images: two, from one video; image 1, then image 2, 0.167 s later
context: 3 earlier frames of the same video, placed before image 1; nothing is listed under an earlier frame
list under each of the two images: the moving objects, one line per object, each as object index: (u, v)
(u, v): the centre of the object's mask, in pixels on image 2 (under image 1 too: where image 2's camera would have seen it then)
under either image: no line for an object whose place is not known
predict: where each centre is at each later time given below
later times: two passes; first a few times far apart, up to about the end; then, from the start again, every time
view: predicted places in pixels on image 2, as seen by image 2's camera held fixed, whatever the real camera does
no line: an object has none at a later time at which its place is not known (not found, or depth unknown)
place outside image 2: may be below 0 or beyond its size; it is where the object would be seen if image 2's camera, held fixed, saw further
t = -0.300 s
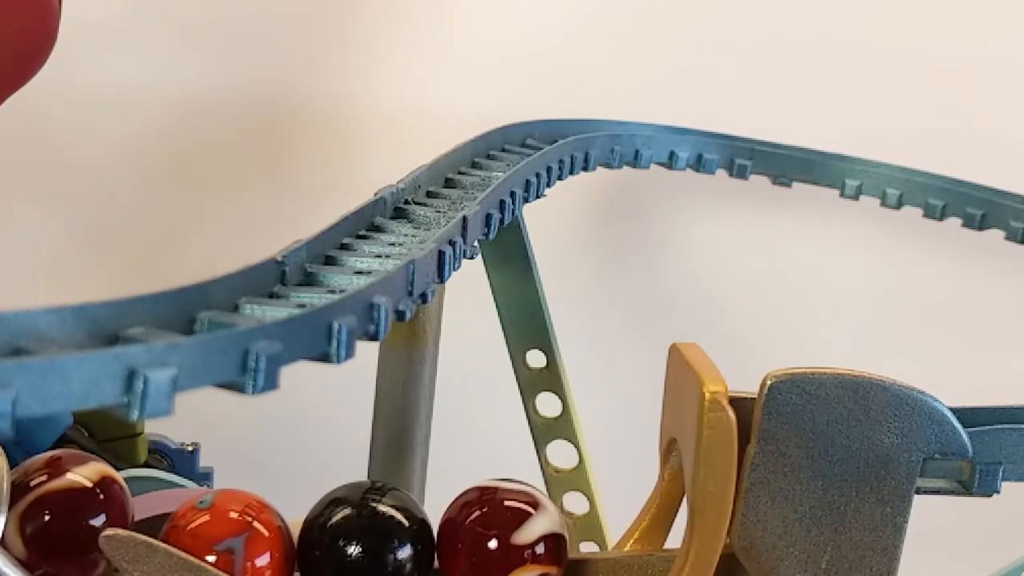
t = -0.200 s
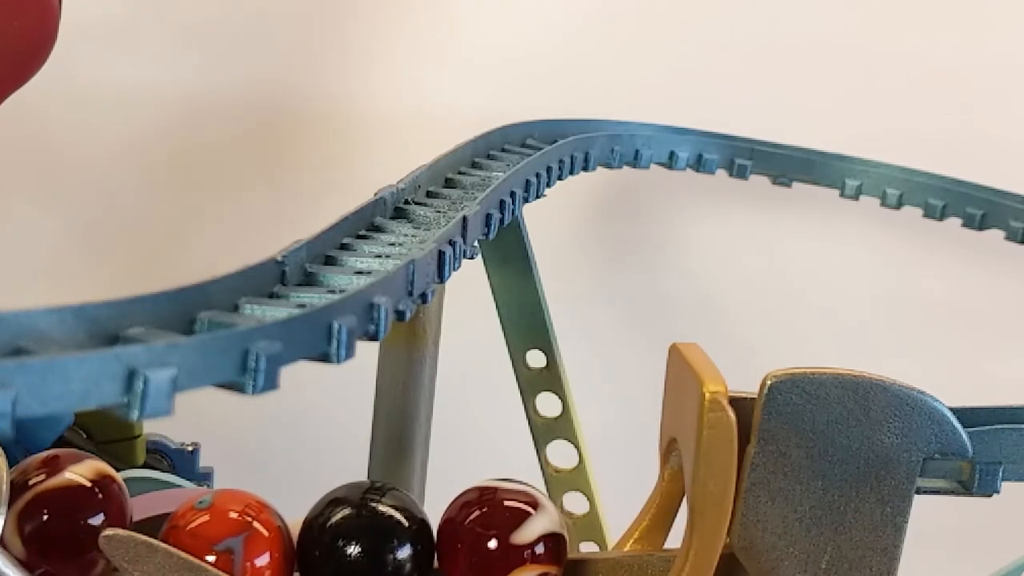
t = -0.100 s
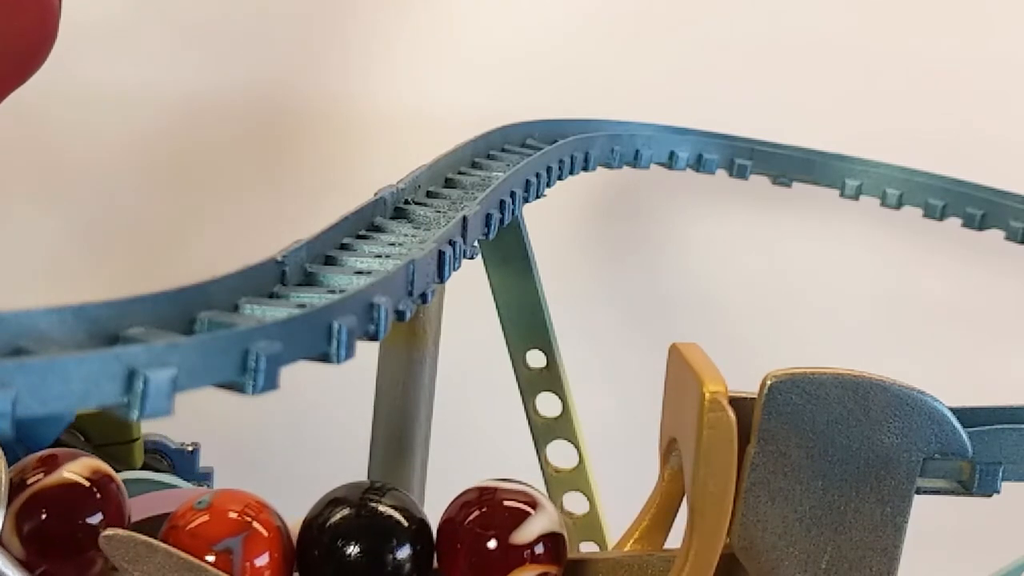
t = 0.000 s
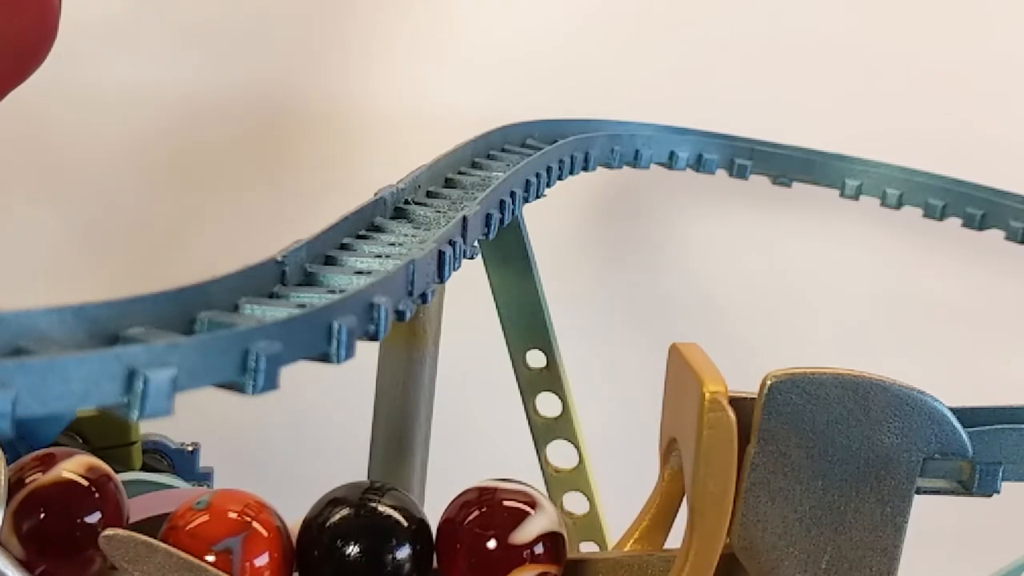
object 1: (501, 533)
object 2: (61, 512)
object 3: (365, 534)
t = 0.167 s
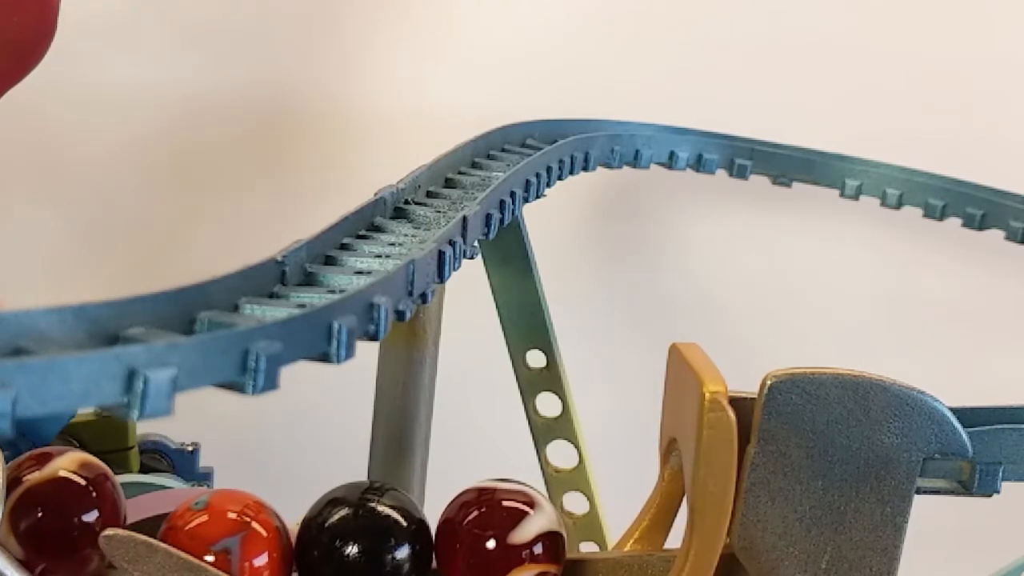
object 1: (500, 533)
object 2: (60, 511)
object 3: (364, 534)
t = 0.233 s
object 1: (500, 533)
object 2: (59, 511)
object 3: (364, 534)
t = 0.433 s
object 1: (499, 532)
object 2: (58, 510)
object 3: (363, 534)
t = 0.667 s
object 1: (498, 532)
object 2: (55, 509)
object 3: (362, 534)
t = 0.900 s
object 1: (497, 532)
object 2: (53, 508)
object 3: (360, 534)
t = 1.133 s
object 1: (496, 532)
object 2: (51, 507)
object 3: (359, 534)
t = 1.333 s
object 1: (494, 532)
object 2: (50, 506)
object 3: (357, 533)
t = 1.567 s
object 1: (493, 532)
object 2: (48, 504)
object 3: (355, 533)
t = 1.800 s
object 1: (491, 533)
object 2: (46, 502)
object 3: (355, 534)
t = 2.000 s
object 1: (490, 532)
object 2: (44, 501)
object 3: (354, 534)
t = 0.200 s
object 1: (500, 533)
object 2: (60, 511)
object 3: (364, 534)
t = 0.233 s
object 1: (500, 533)
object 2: (59, 511)
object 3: (364, 534)
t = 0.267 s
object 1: (500, 533)
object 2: (59, 511)
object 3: (364, 534)
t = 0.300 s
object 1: (500, 533)
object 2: (59, 510)
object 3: (363, 534)
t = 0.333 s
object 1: (499, 533)
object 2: (58, 510)
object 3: (363, 534)
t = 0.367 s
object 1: (499, 532)
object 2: (58, 510)
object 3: (363, 534)
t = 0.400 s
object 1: (499, 533)
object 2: (58, 510)
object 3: (363, 534)
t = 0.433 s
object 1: (499, 532)
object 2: (58, 510)
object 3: (363, 534)
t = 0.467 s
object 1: (499, 533)
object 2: (57, 510)
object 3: (363, 534)
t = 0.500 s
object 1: (499, 533)
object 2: (57, 510)
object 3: (363, 534)
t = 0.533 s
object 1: (499, 533)
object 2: (57, 510)
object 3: (362, 534)
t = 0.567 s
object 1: (498, 533)
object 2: (56, 510)
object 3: (362, 534)
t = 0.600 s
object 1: (498, 533)
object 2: (56, 509)
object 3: (362, 534)
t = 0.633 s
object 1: (498, 533)
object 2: (56, 509)
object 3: (362, 534)
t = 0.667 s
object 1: (498, 532)
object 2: (55, 509)
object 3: (362, 534)
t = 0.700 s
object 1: (498, 532)
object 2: (55, 509)
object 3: (362, 534)
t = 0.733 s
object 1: (498, 532)
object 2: (55, 509)
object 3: (361, 534)
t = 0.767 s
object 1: (497, 532)
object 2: (54, 508)
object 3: (361, 534)
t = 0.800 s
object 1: (497, 532)
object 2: (54, 508)
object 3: (361, 534)
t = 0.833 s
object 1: (497, 532)
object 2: (54, 508)
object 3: (361, 534)
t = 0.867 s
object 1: (497, 532)
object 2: (53, 508)
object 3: (361, 534)
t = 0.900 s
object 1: (497, 532)
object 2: (53, 508)
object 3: (360, 534)
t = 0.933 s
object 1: (497, 532)
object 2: (53, 507)
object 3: (360, 534)
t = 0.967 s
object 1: (496, 532)
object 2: (53, 507)
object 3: (360, 534)
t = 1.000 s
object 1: (496, 532)
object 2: (52, 507)
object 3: (360, 534)
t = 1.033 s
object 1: (496, 532)
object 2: (52, 507)
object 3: (360, 534)
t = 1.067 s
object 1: (496, 532)
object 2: (52, 507)
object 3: (359, 534)
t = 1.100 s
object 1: (496, 532)
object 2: (52, 507)
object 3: (359, 534)
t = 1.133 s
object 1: (496, 532)
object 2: (51, 507)
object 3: (359, 534)
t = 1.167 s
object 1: (495, 532)
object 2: (51, 506)
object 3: (359, 534)
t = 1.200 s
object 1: (495, 532)
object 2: (51, 506)
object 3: (359, 534)
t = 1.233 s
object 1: (495, 532)
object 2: (50, 506)
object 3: (358, 534)
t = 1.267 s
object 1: (495, 532)
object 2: (50, 506)
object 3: (358, 534)
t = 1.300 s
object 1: (494, 532)
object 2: (50, 506)
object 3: (357, 533)
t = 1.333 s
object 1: (494, 532)
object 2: (50, 506)
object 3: (357, 533)
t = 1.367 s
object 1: (494, 532)
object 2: (49, 506)
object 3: (357, 533)
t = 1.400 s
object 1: (494, 532)
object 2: (49, 505)
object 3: (357, 533)
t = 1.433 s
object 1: (494, 532)
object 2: (49, 505)
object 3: (356, 533)
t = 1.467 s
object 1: (493, 532)
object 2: (49, 505)
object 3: (357, 534)
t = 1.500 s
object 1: (493, 532)
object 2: (48, 505)
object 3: (357, 534)
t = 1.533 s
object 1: (493, 532)
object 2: (48, 504)
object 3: (357, 534)
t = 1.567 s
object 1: (493, 532)
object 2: (48, 504)
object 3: (355, 533)
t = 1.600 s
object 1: (492, 533)
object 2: (47, 504)
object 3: (356, 534)
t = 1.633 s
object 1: (492, 533)
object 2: (47, 504)
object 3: (355, 533)
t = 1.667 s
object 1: (492, 532)
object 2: (47, 503)
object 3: (356, 534)
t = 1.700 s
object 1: (492, 533)
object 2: (47, 503)
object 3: (356, 534)
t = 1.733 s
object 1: (492, 533)
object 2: (46, 503)
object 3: (355, 534)
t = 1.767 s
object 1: (492, 532)
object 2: (46, 503)
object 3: (355, 534)
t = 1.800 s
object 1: (491, 533)
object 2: (46, 502)
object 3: (355, 534)
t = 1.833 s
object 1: (491, 532)
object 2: (45, 502)
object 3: (355, 534)
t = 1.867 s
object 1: (491, 533)
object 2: (45, 502)
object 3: (355, 534)
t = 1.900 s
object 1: (491, 533)
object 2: (45, 502)
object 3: (354, 534)
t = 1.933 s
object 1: (490, 533)
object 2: (45, 502)
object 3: (354, 534)
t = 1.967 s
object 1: (490, 532)
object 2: (44, 501)
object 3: (354, 534)
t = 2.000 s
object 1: (490, 532)
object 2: (44, 501)
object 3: (354, 534)
